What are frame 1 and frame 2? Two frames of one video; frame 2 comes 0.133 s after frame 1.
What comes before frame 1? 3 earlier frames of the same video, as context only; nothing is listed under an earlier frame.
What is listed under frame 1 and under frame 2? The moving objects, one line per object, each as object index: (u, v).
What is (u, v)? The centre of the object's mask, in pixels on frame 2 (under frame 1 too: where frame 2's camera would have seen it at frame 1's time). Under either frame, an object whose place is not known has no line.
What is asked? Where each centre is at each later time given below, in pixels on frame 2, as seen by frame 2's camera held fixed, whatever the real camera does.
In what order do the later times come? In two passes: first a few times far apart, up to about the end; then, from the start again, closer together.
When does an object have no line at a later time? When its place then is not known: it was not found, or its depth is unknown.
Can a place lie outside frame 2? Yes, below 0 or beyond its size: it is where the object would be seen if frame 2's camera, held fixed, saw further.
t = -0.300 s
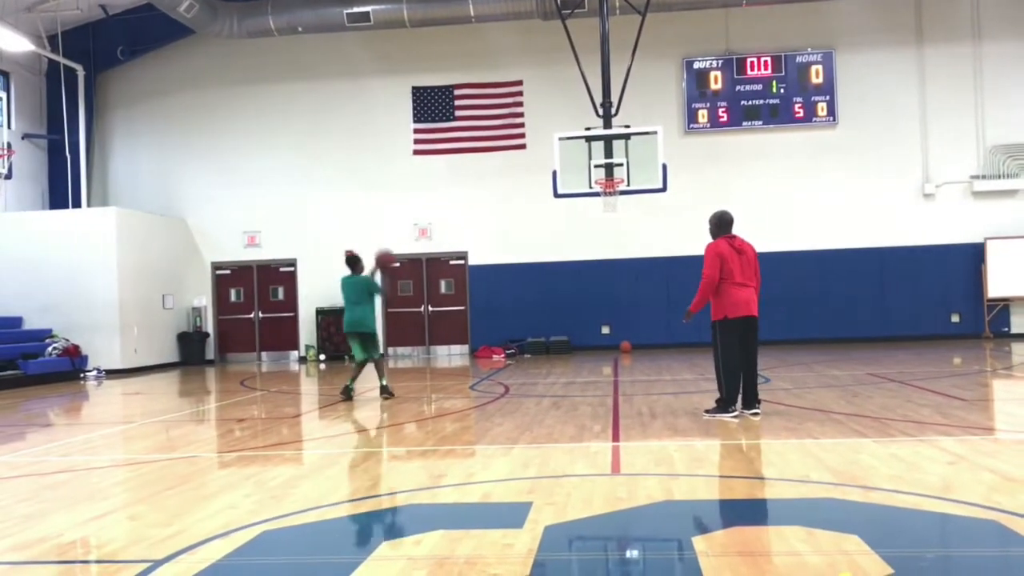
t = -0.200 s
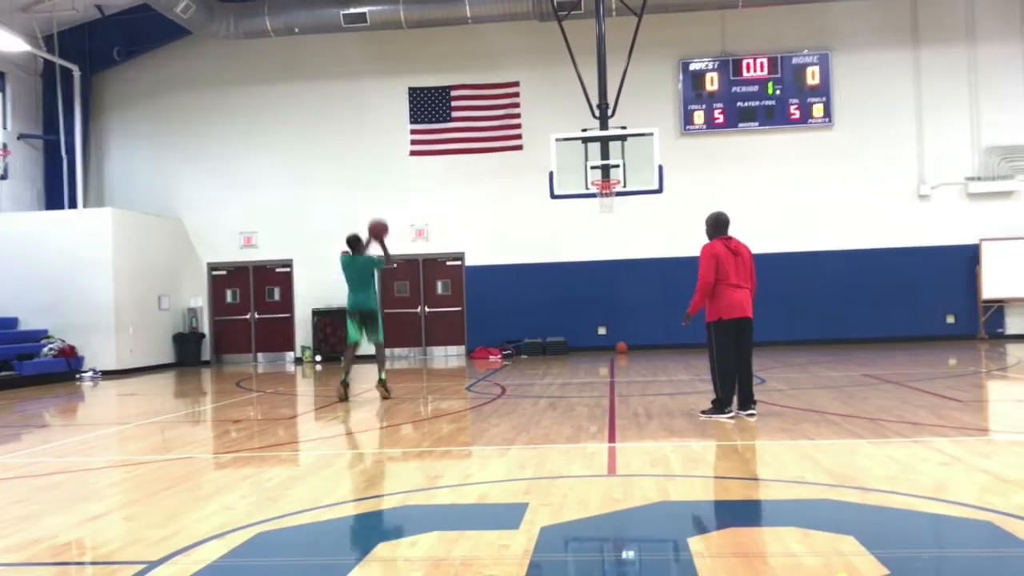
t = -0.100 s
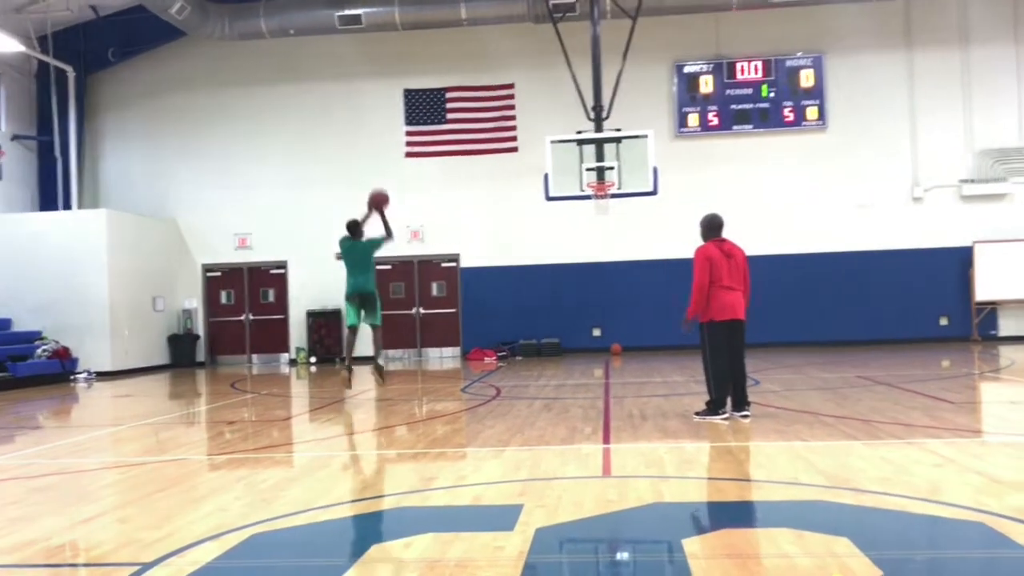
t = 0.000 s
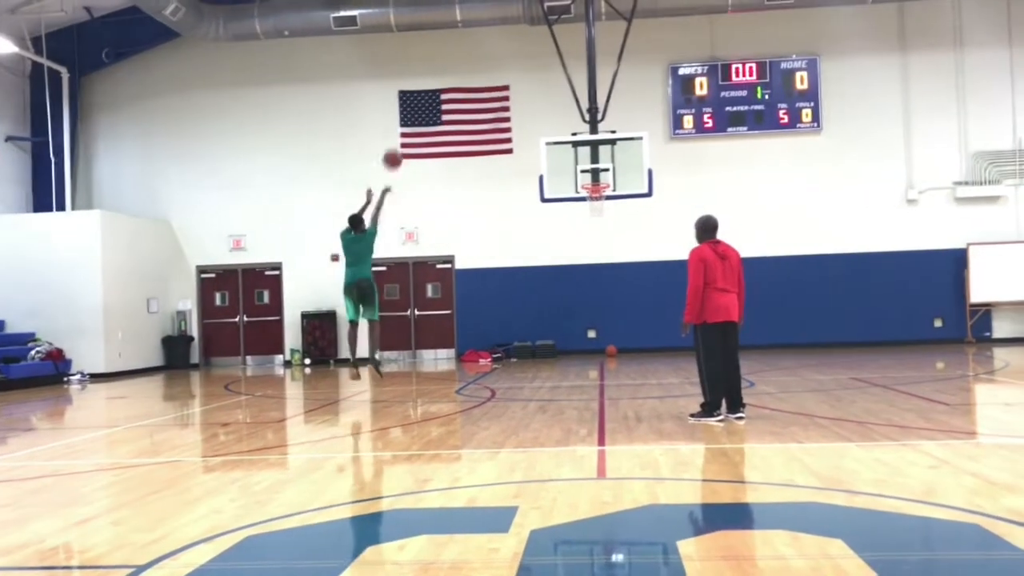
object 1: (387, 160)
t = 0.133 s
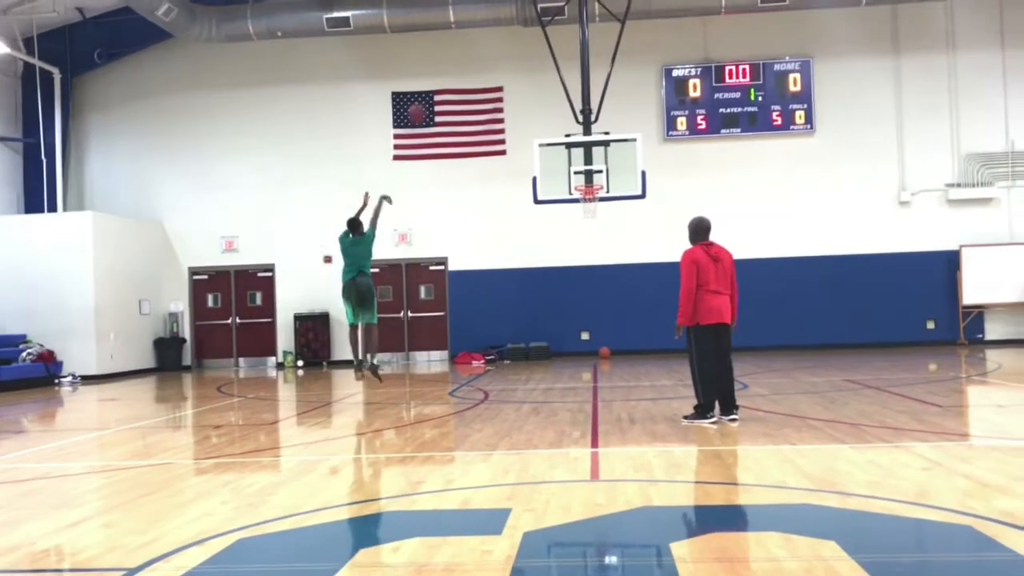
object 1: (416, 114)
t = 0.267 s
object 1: (445, 84)
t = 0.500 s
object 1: (490, 68)
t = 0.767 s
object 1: (534, 92)
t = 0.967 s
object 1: (564, 135)
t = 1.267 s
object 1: (578, 214)
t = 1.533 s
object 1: (561, 278)
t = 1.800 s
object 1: (547, 359)
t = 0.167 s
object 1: (424, 105)
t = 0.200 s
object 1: (432, 96)
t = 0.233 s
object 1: (439, 90)
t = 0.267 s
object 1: (445, 84)
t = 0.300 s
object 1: (452, 80)
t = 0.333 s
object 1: (458, 76)
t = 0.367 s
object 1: (465, 72)
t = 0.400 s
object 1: (471, 70)
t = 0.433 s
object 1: (478, 69)
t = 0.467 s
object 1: (484, 68)
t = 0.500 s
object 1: (490, 68)
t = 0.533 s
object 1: (496, 69)
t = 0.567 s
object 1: (502, 70)
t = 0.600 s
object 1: (508, 72)
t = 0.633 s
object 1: (513, 75)
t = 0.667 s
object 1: (518, 78)
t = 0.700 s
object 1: (524, 82)
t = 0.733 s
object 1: (529, 87)
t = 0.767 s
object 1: (534, 92)
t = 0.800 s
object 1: (540, 98)
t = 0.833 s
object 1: (545, 105)
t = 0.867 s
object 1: (550, 112)
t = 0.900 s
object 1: (555, 119)
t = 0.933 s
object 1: (559, 127)
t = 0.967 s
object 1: (564, 135)
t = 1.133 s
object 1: (589, 189)
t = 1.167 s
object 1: (588, 194)
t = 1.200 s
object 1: (583, 204)
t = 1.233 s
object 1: (580, 208)
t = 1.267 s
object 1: (578, 214)
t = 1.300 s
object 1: (576, 219)
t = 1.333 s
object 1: (574, 225)
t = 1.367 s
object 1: (572, 232)
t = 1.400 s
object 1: (569, 239)
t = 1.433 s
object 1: (567, 247)
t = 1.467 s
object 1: (565, 256)
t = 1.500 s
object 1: (563, 265)
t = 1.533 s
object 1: (561, 278)
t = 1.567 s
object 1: (560, 287)
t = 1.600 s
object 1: (558, 299)
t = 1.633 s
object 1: (556, 310)
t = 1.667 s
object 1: (554, 323)
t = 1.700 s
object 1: (552, 336)
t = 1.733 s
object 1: (550, 351)
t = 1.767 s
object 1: (548, 367)
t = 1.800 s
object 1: (547, 359)
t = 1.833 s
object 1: (545, 349)
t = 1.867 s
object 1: (543, 338)
